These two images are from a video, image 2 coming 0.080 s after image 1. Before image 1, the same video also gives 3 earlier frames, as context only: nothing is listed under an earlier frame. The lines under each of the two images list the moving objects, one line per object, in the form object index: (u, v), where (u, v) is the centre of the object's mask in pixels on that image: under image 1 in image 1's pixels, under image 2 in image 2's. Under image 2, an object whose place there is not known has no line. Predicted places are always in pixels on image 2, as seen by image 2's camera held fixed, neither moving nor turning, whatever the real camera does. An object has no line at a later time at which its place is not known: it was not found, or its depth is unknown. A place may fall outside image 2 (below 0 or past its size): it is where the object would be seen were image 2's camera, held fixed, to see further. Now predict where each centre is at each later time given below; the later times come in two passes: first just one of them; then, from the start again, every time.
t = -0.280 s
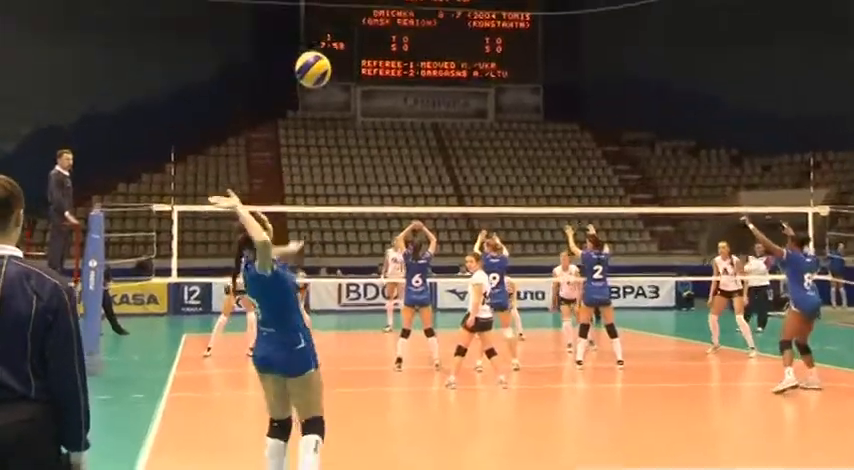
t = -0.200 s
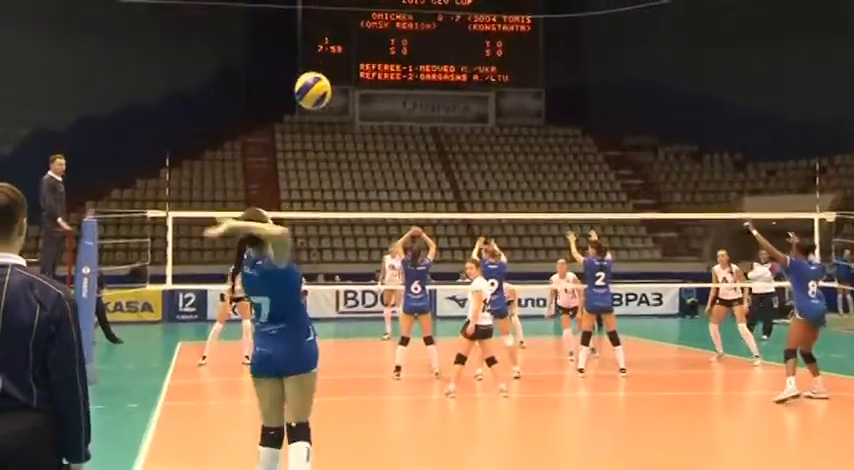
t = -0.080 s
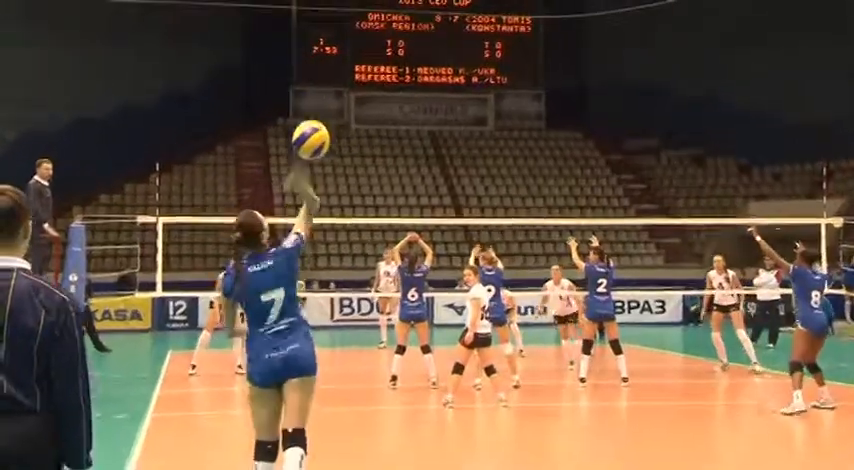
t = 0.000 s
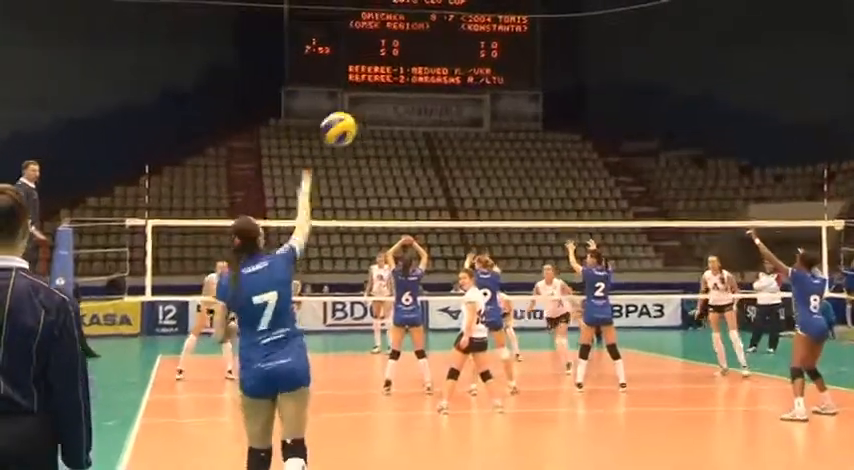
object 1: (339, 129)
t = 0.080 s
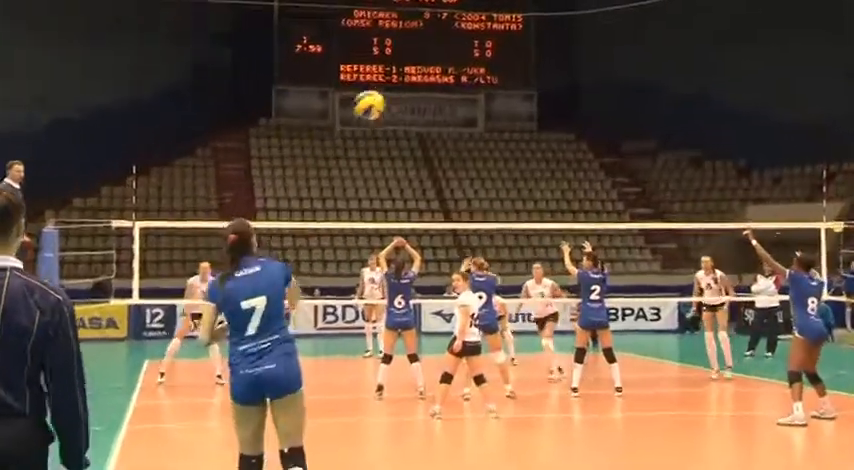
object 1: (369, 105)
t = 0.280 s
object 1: (425, 86)
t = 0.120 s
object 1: (384, 97)
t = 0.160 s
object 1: (397, 92)
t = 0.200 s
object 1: (409, 87)
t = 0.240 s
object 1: (417, 86)
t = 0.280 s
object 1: (425, 86)
